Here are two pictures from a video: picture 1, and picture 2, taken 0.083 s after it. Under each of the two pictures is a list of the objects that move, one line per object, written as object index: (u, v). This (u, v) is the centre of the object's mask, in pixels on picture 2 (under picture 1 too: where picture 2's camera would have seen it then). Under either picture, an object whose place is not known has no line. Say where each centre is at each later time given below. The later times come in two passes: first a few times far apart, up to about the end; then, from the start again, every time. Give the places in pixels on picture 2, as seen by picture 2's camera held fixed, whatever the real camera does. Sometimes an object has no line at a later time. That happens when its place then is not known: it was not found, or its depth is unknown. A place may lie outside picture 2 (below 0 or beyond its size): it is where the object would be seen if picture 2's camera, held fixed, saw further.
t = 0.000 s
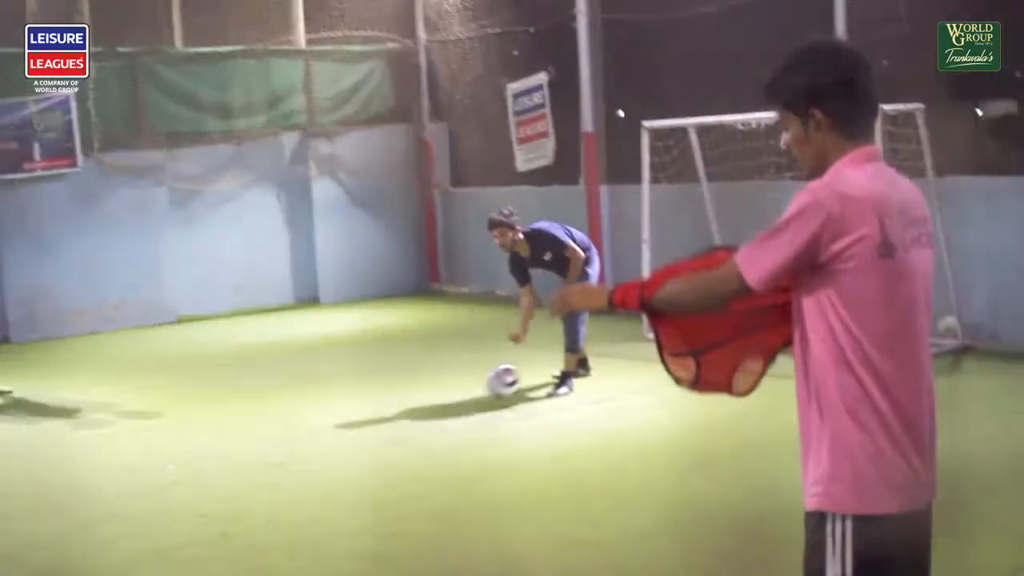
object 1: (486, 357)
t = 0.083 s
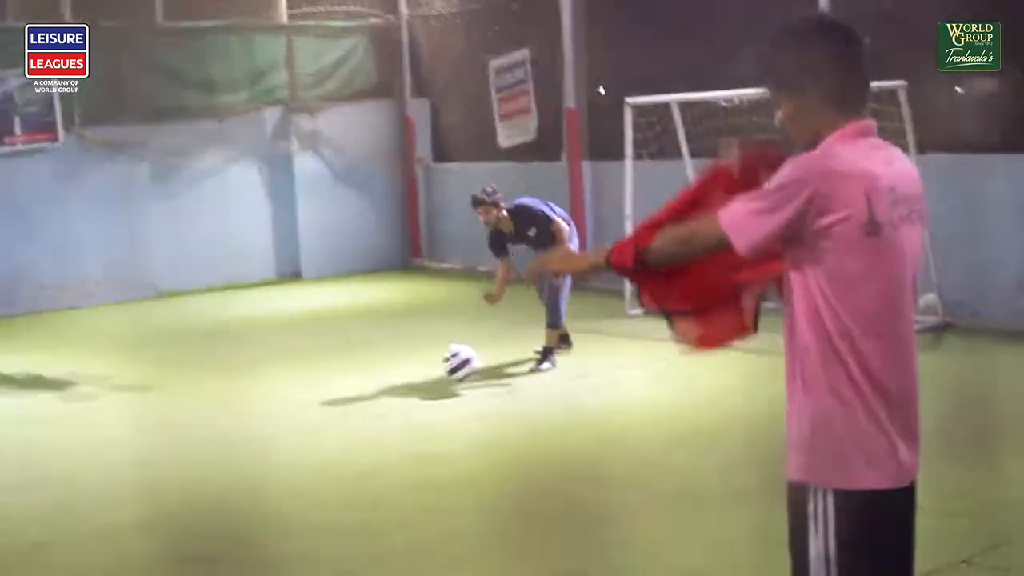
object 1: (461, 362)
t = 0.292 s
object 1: (401, 376)
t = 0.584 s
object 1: (296, 433)
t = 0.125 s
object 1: (449, 360)
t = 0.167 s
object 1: (437, 361)
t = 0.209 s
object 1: (426, 365)
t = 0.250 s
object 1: (413, 369)
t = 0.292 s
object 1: (401, 376)
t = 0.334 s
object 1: (388, 393)
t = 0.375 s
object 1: (376, 407)
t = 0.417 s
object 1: (361, 418)
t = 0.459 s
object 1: (345, 417)
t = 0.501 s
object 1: (329, 420)
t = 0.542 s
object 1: (314, 425)
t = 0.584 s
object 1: (296, 433)
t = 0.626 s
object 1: (278, 446)
